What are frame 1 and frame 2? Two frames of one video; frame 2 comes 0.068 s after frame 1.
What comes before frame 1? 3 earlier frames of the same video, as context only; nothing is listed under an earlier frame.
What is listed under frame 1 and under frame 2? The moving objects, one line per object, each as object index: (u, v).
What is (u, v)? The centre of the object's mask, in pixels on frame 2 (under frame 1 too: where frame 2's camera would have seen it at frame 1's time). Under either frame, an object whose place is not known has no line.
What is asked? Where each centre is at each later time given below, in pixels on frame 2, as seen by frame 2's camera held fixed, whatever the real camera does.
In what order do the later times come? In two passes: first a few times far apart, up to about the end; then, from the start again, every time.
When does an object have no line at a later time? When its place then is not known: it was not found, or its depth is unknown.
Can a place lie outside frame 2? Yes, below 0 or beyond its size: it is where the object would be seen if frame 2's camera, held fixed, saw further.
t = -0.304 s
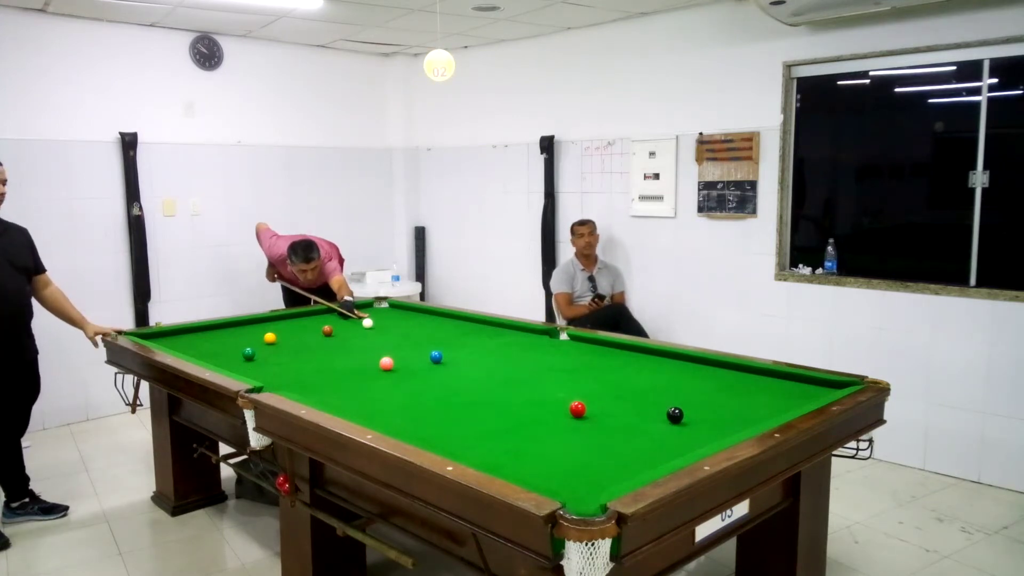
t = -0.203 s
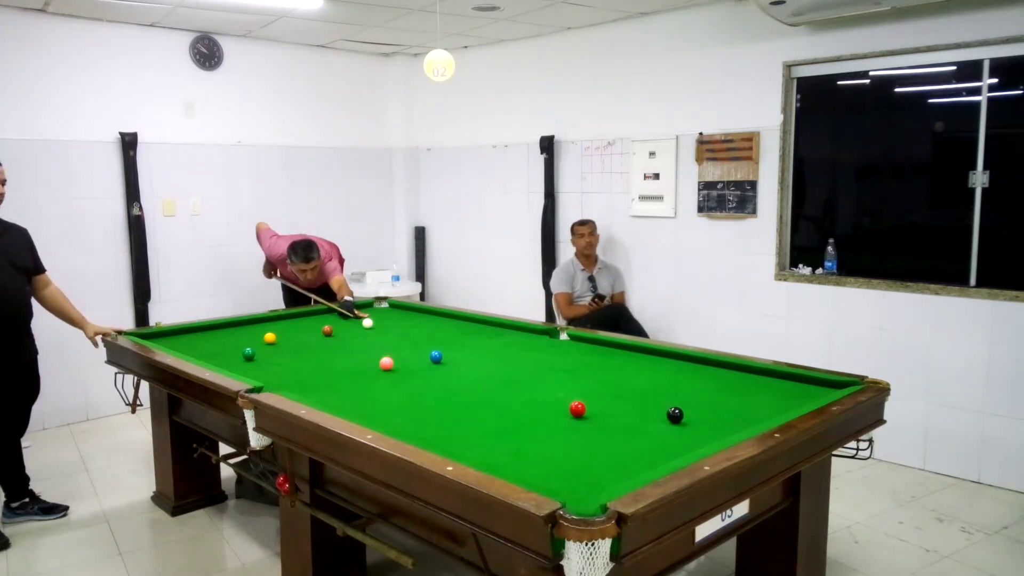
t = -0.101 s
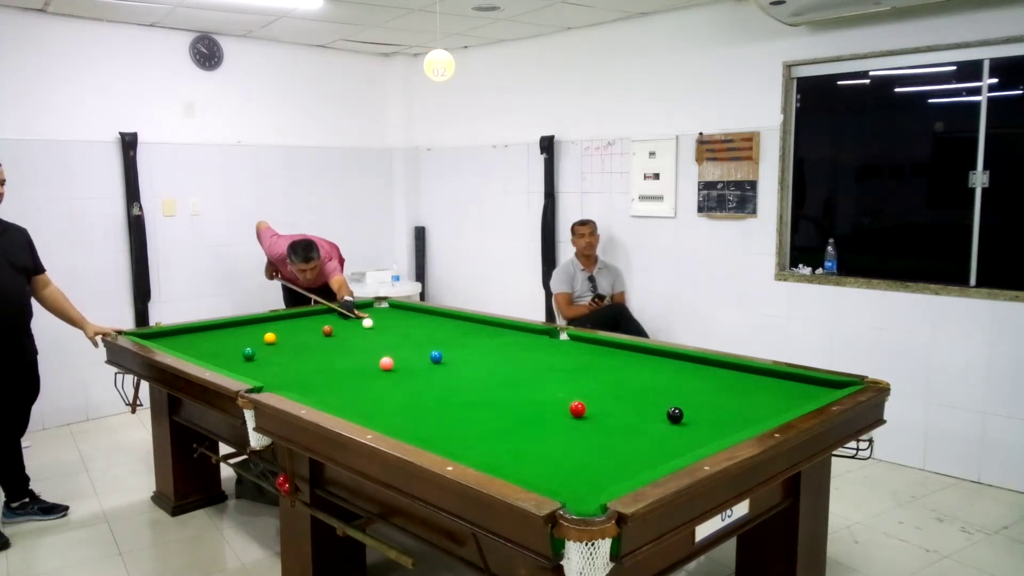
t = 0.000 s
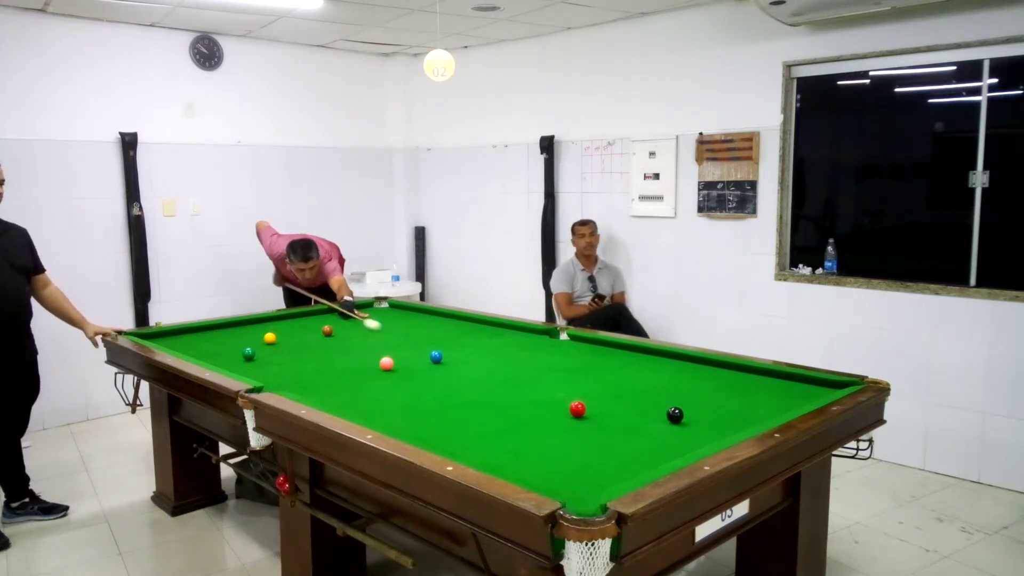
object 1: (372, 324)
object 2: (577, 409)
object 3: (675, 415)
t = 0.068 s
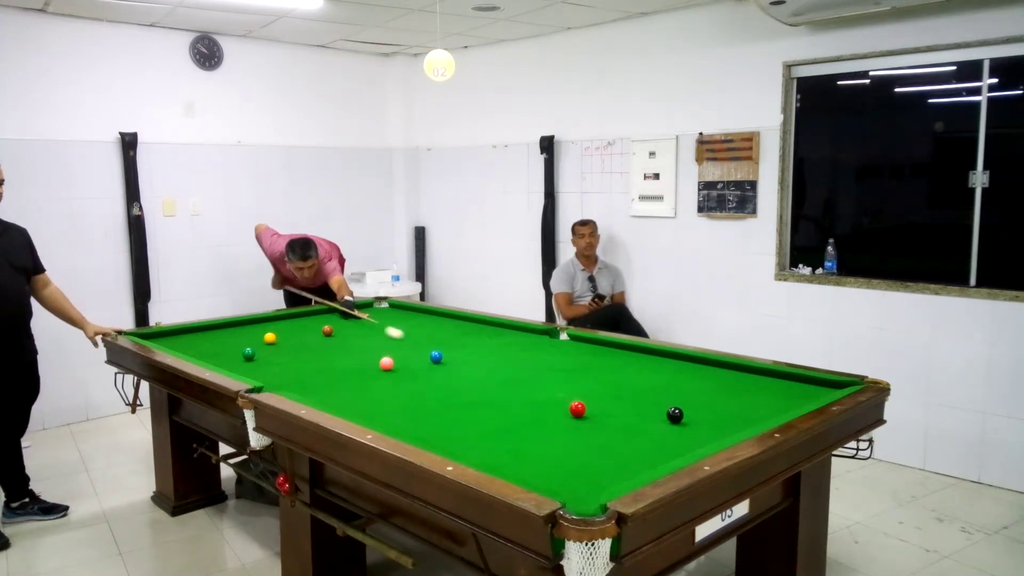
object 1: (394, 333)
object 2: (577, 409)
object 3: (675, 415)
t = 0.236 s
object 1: (458, 357)
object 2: (577, 409)
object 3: (675, 415)
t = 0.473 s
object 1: (577, 400)
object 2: (577, 409)
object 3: (675, 415)
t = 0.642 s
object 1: (669, 408)
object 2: (561, 441)
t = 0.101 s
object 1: (406, 337)
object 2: (577, 409)
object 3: (675, 415)
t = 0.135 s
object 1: (418, 342)
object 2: (577, 409)
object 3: (675, 415)
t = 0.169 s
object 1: (431, 346)
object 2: (577, 409)
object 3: (675, 415)
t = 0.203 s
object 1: (446, 351)
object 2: (577, 409)
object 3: (675, 415)
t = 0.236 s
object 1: (458, 357)
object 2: (577, 409)
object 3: (675, 415)
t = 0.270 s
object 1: (473, 362)
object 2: (577, 409)
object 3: (675, 415)
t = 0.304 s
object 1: (488, 368)
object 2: (577, 409)
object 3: (675, 415)
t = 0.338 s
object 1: (504, 374)
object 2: (577, 409)
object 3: (675, 415)
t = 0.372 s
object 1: (521, 381)
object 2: (577, 409)
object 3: (675, 415)
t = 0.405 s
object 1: (538, 387)
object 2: (577, 409)
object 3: (675, 415)
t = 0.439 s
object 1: (557, 394)
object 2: (577, 409)
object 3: (675, 415)
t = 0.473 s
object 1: (577, 400)
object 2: (577, 409)
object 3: (675, 415)
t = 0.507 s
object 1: (601, 405)
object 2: (574, 414)
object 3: (675, 415)
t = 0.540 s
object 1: (626, 407)
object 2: (571, 421)
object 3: (675, 415)
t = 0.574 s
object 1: (650, 409)
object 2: (568, 427)
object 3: (675, 415)
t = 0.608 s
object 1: (664, 410)
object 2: (564, 434)
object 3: (687, 418)
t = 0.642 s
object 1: (669, 408)
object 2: (561, 441)
